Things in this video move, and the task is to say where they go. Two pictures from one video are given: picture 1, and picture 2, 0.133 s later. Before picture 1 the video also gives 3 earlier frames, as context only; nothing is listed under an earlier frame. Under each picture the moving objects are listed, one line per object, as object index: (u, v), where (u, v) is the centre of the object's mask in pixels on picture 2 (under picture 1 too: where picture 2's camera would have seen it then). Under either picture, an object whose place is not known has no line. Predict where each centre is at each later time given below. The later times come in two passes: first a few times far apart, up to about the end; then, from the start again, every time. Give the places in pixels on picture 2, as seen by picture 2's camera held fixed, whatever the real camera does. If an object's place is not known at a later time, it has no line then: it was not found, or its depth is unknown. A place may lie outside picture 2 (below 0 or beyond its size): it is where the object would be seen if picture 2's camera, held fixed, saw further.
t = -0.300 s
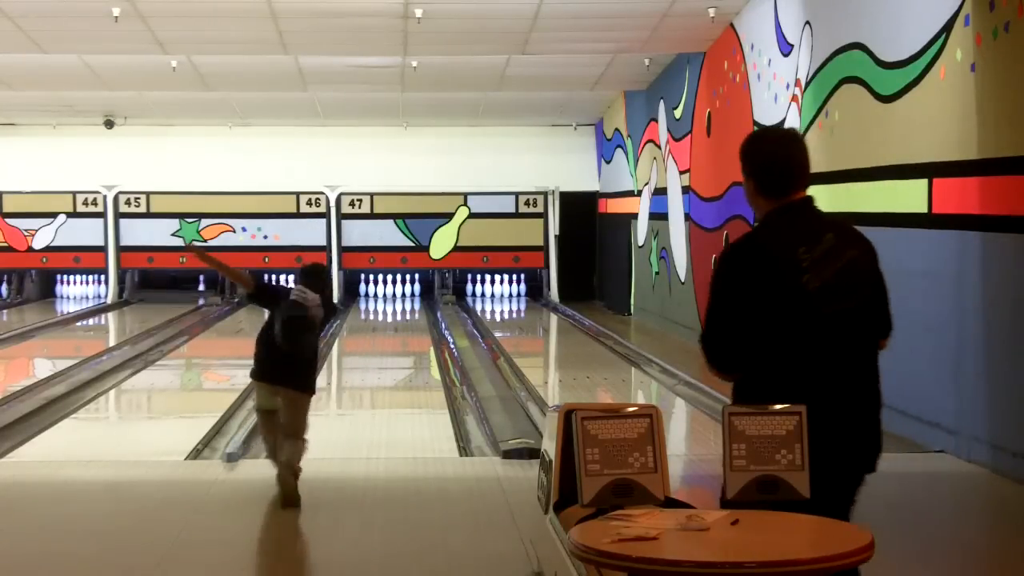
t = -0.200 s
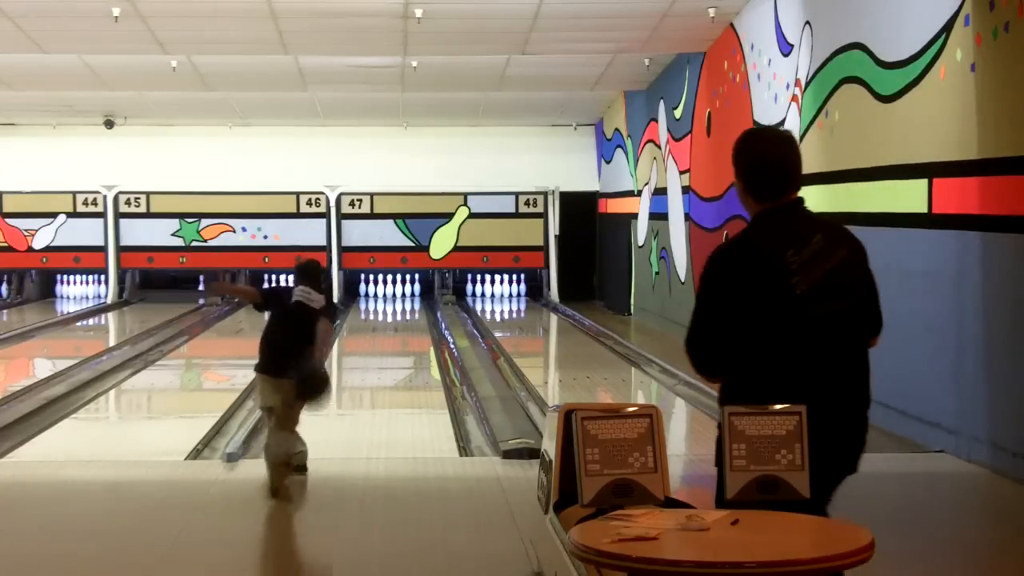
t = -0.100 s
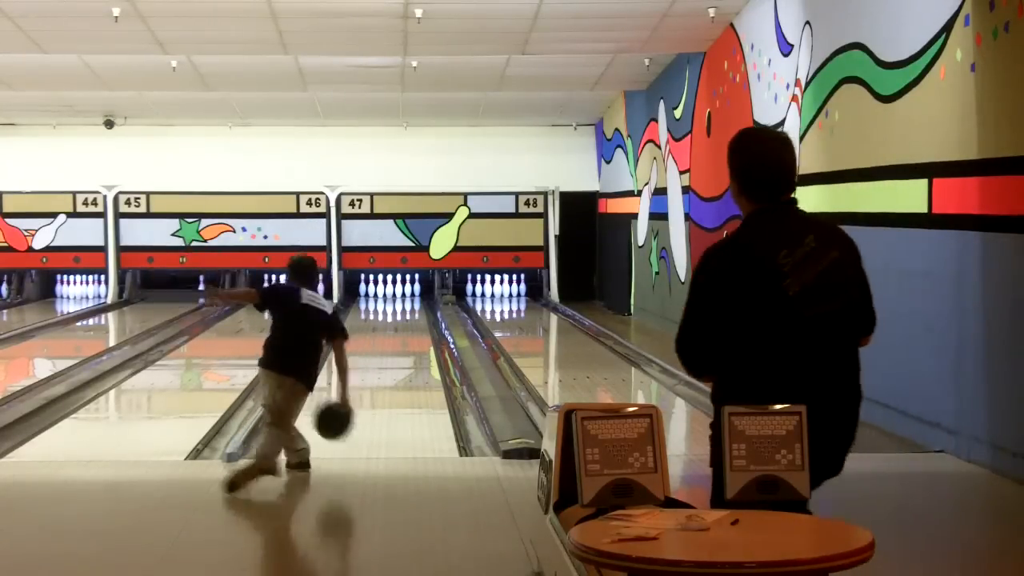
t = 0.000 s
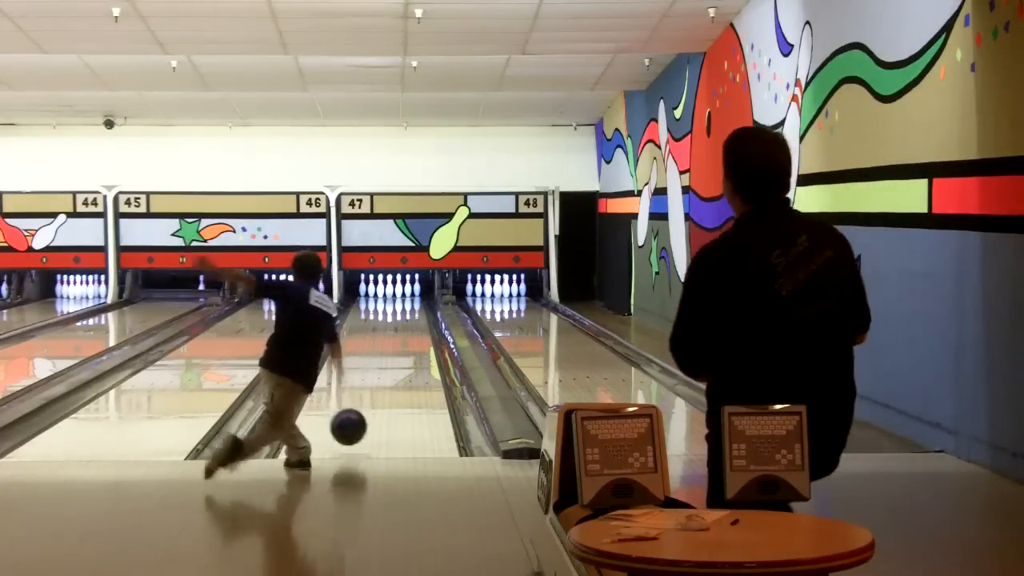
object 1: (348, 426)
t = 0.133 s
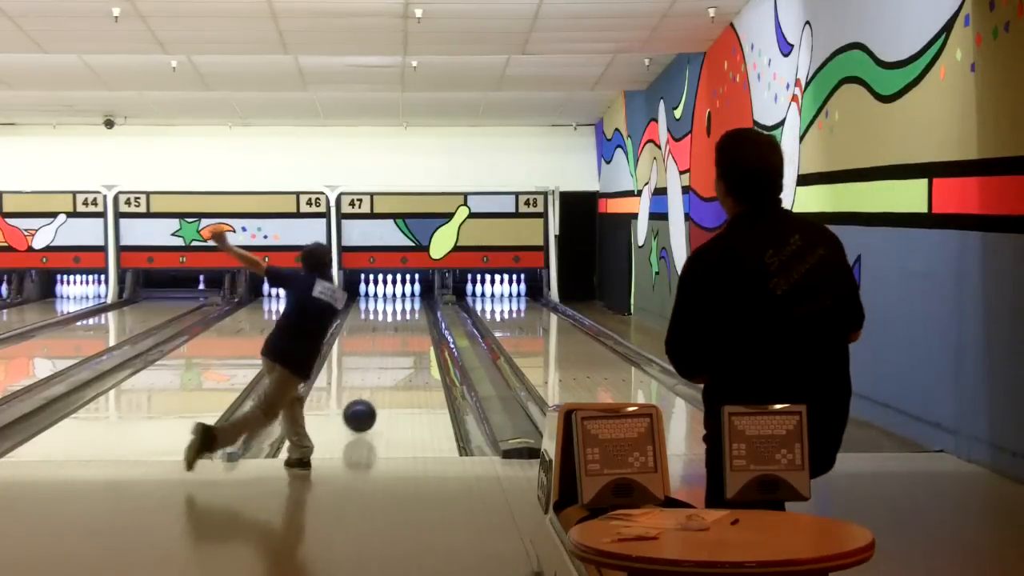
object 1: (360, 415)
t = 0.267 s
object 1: (369, 402)
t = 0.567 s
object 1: (385, 374)
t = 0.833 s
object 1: (395, 357)
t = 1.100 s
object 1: (402, 342)
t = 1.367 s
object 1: (407, 330)
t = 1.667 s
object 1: (409, 320)
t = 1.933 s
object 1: (409, 311)
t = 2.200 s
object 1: (407, 305)
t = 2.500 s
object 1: (402, 299)
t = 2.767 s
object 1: (395, 295)
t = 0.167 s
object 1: (362, 413)
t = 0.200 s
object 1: (364, 410)
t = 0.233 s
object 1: (367, 406)
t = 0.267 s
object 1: (369, 402)
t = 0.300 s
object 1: (371, 399)
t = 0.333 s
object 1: (373, 395)
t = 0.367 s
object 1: (375, 392)
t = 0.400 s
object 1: (377, 389)
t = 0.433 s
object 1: (378, 386)
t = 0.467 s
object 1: (380, 383)
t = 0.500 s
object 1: (381, 380)
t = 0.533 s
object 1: (383, 377)
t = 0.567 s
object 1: (385, 374)
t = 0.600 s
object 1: (386, 372)
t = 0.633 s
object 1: (388, 369)
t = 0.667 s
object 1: (389, 367)
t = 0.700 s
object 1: (390, 365)
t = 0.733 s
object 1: (392, 362)
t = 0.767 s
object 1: (393, 360)
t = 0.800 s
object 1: (394, 359)
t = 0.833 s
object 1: (395, 357)
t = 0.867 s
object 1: (396, 355)
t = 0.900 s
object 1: (397, 353)
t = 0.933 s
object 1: (398, 351)
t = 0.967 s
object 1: (399, 349)
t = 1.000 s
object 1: (400, 347)
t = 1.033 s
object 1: (401, 345)
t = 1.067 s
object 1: (401, 344)
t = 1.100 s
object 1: (402, 342)
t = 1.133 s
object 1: (403, 340)
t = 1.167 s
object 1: (403, 339)
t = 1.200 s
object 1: (404, 337)
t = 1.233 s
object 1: (405, 335)
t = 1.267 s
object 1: (405, 334)
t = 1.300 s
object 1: (406, 333)
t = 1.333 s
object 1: (406, 332)
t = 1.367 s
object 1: (407, 330)
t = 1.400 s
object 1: (408, 329)
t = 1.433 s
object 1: (408, 328)
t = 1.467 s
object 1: (408, 326)
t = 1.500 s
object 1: (409, 325)
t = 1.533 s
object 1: (409, 324)
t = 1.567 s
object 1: (409, 323)
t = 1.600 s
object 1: (409, 322)
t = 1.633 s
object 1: (409, 321)
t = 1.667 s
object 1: (409, 320)
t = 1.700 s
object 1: (410, 319)
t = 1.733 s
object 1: (410, 317)
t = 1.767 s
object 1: (410, 316)
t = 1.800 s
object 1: (409, 315)
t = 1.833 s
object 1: (409, 314)
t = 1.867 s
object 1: (409, 313)
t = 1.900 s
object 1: (409, 312)
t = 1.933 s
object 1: (409, 311)
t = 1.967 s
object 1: (410, 311)
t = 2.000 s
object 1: (409, 310)
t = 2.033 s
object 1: (409, 309)
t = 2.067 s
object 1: (409, 308)
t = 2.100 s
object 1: (408, 307)
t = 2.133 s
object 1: (408, 306)
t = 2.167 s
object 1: (407, 306)
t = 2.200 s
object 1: (407, 305)
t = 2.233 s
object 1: (406, 305)
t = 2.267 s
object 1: (406, 304)
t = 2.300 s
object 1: (406, 303)
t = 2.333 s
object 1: (406, 302)
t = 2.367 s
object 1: (405, 302)
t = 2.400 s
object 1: (405, 301)
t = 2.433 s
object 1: (403, 301)
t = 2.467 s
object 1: (403, 300)
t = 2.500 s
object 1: (402, 299)
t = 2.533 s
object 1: (401, 299)
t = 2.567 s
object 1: (400, 298)
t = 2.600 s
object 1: (399, 297)
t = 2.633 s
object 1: (399, 296)
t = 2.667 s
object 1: (399, 295)
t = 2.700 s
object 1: (397, 296)
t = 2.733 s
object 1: (396, 295)
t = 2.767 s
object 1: (395, 295)
